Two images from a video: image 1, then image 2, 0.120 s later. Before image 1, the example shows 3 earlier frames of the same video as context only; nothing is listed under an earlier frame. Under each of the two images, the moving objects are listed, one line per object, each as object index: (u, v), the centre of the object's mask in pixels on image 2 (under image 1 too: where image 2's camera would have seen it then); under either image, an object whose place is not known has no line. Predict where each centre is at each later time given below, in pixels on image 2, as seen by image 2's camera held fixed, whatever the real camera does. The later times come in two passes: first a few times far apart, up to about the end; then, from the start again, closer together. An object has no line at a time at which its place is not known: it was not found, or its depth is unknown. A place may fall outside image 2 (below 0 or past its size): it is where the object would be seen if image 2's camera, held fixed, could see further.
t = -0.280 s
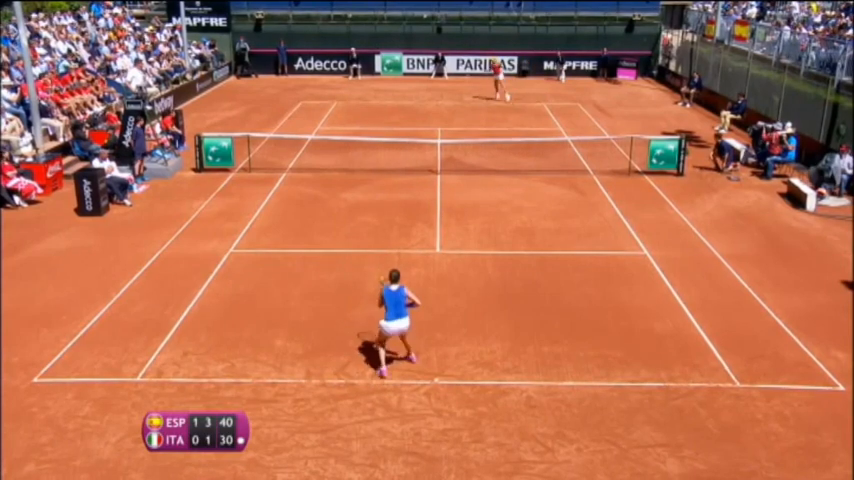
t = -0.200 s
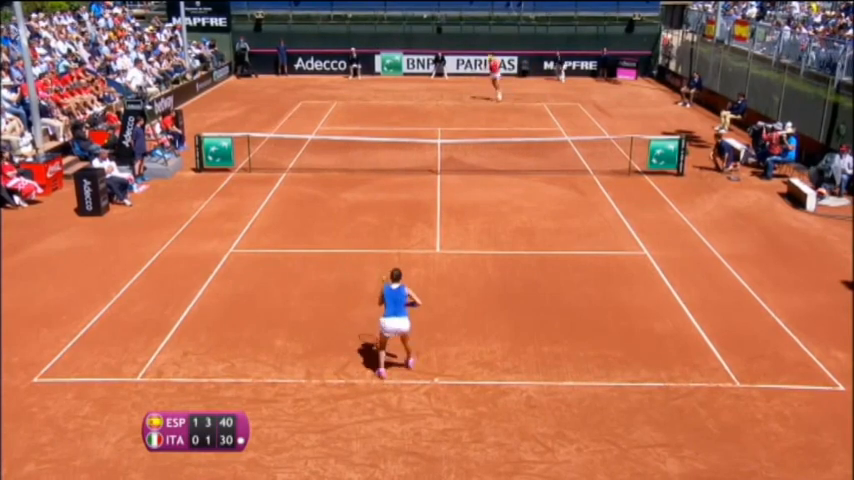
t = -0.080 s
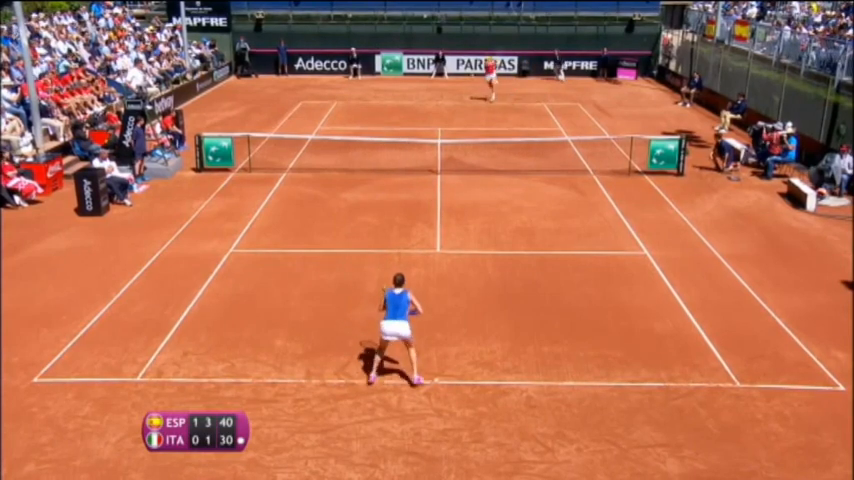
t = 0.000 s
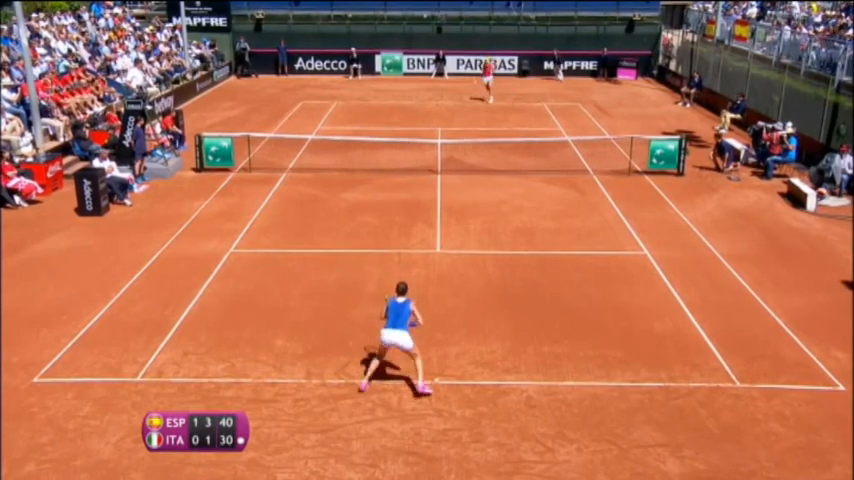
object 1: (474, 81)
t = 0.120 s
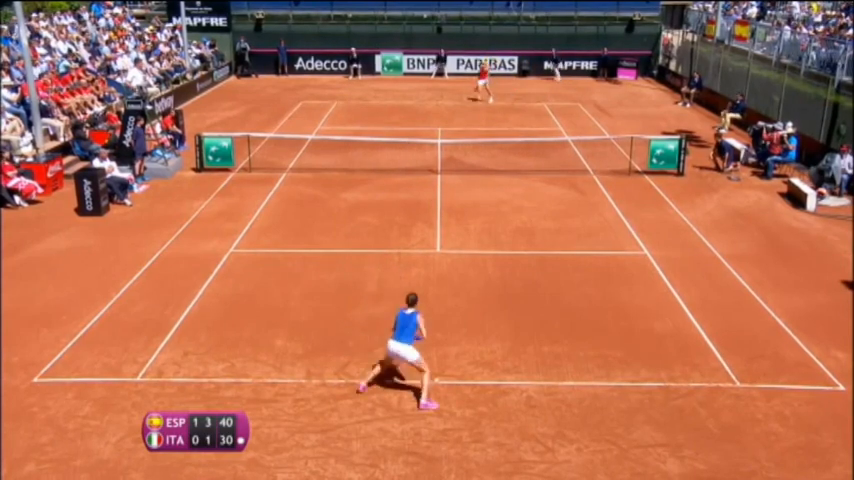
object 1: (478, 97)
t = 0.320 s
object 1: (487, 147)
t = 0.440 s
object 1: (493, 194)
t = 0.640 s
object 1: (506, 313)
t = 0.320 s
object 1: (487, 147)
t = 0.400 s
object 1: (491, 176)
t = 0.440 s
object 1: (493, 194)
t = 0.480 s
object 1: (495, 214)
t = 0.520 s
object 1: (498, 236)
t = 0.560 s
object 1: (501, 262)
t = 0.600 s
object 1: (503, 290)
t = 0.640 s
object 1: (506, 313)
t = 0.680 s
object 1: (508, 314)
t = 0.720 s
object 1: (512, 317)
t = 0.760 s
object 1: (514, 322)
